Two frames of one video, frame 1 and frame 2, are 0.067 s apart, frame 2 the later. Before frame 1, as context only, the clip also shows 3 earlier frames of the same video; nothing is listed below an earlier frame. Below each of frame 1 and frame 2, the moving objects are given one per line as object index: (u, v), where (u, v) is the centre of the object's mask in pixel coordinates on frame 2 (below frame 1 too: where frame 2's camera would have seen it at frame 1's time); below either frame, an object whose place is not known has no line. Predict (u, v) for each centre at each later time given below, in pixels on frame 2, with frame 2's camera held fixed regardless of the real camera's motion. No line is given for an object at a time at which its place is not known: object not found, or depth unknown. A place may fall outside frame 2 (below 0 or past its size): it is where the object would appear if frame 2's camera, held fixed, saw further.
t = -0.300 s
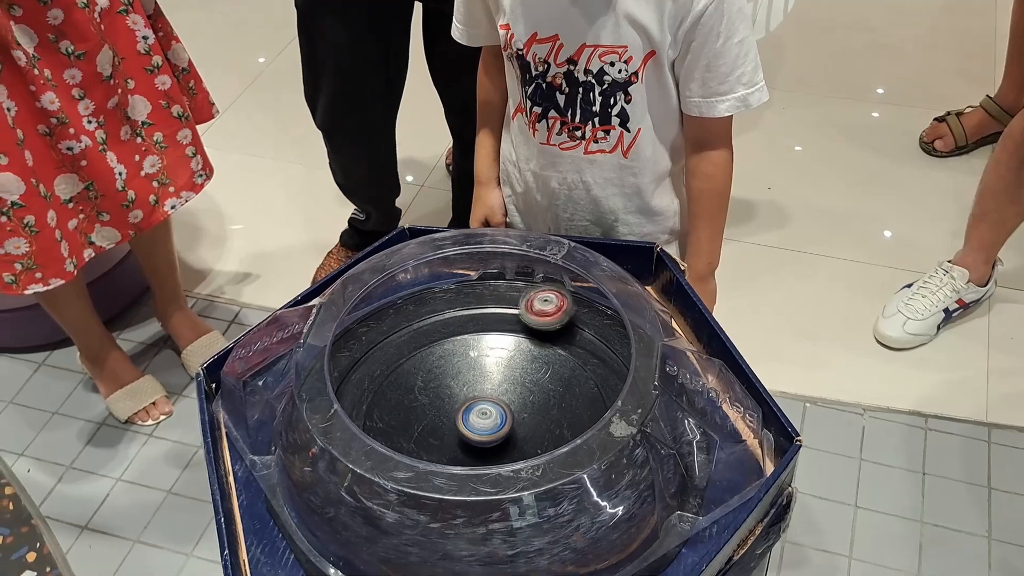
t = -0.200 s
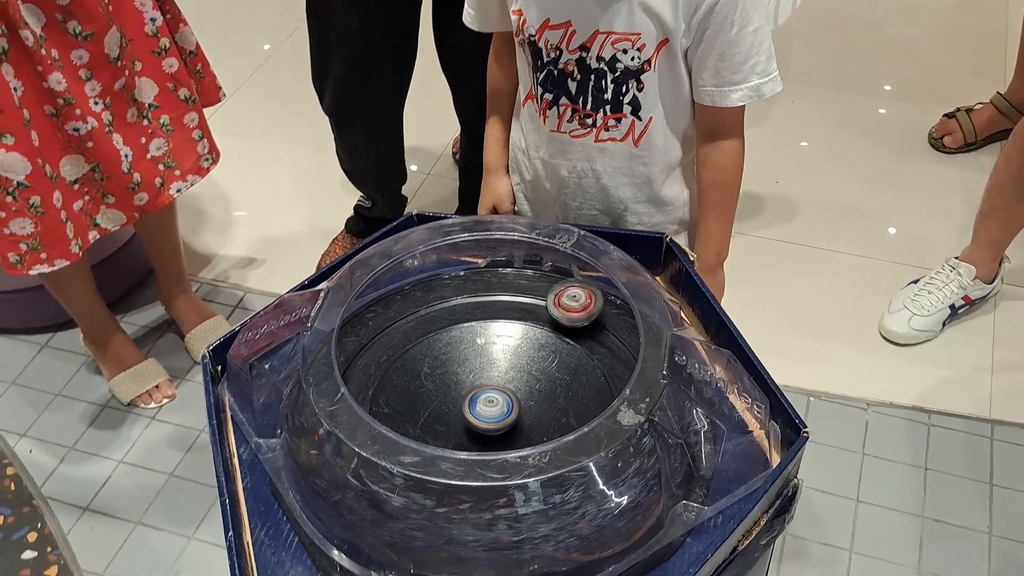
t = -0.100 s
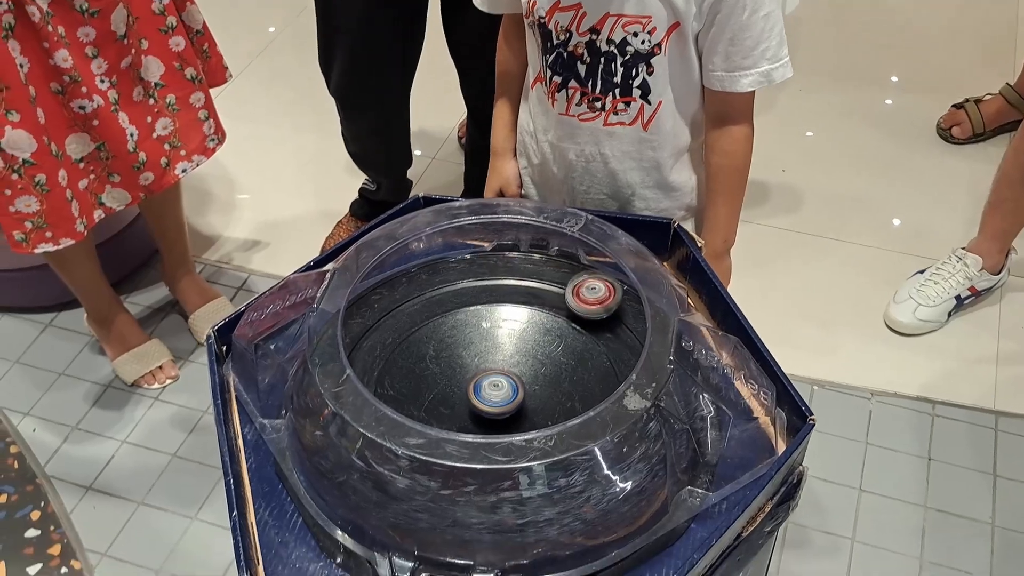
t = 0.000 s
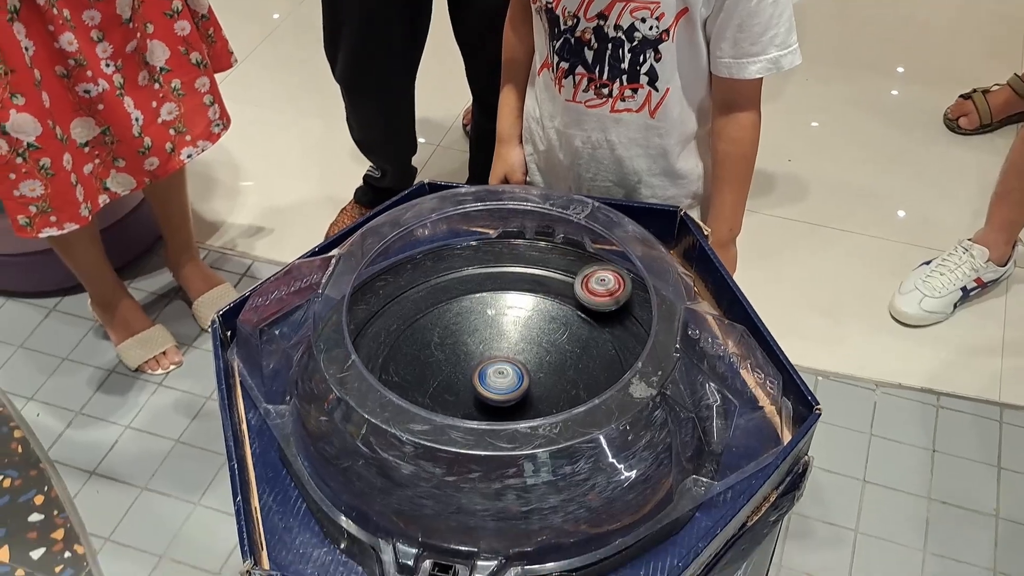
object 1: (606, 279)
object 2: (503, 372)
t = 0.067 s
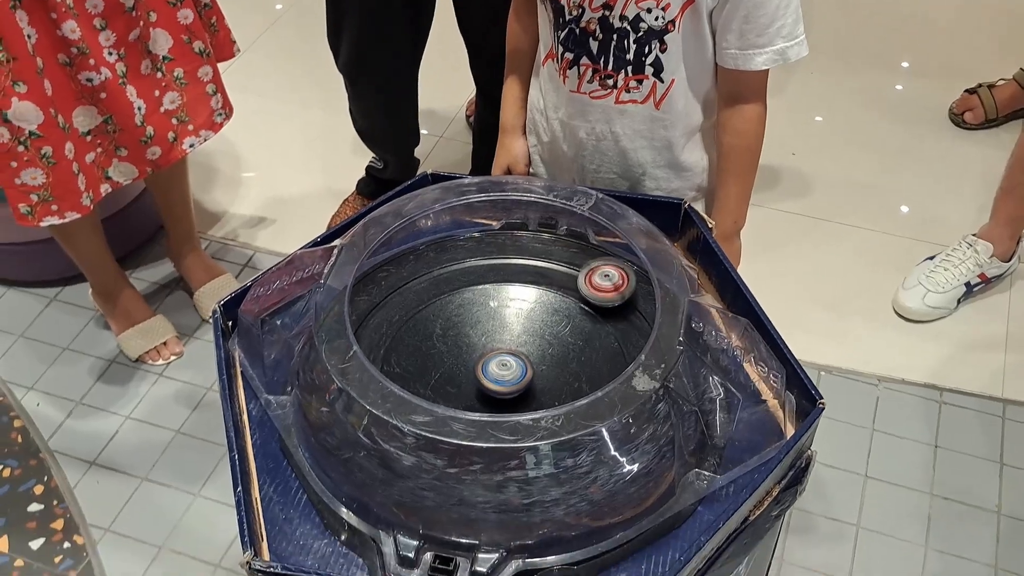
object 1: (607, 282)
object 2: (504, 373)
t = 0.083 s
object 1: (606, 282)
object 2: (504, 373)
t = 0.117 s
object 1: (606, 284)
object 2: (504, 372)
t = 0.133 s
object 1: (605, 285)
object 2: (504, 372)
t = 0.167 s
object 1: (605, 287)
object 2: (505, 372)
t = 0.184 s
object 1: (604, 288)
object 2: (505, 372)
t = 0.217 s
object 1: (602, 290)
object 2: (506, 372)
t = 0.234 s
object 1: (601, 291)
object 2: (506, 372)
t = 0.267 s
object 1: (600, 293)
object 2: (507, 372)
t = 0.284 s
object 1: (598, 294)
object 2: (506, 372)
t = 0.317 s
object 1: (596, 296)
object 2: (506, 371)
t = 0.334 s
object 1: (595, 297)
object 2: (506, 372)
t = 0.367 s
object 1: (592, 301)
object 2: (506, 371)
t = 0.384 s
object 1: (590, 304)
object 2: (506, 371)
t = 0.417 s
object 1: (588, 310)
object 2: (506, 371)
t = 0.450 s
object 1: (586, 319)
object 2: (506, 372)
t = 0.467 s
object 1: (585, 324)
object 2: (506, 372)
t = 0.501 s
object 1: (583, 335)
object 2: (506, 372)
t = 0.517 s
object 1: (581, 341)
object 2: (506, 371)
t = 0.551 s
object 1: (577, 354)
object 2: (506, 371)
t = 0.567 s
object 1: (574, 361)
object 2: (507, 371)
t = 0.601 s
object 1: (571, 374)
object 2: (501, 372)
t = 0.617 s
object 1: (571, 378)
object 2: (492, 373)
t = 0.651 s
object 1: (571, 388)
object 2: (476, 374)
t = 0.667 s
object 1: (569, 394)
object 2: (470, 373)
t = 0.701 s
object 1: (559, 402)
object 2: (459, 372)
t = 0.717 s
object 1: (552, 405)
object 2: (456, 371)
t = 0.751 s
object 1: (537, 411)
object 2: (451, 369)
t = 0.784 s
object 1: (519, 414)
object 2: (450, 366)
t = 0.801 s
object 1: (509, 414)
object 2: (449, 365)
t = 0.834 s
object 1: (488, 415)
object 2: (449, 362)
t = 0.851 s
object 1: (478, 414)
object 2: (449, 361)
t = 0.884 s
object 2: (450, 357)
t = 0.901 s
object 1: (450, 404)
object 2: (452, 356)
